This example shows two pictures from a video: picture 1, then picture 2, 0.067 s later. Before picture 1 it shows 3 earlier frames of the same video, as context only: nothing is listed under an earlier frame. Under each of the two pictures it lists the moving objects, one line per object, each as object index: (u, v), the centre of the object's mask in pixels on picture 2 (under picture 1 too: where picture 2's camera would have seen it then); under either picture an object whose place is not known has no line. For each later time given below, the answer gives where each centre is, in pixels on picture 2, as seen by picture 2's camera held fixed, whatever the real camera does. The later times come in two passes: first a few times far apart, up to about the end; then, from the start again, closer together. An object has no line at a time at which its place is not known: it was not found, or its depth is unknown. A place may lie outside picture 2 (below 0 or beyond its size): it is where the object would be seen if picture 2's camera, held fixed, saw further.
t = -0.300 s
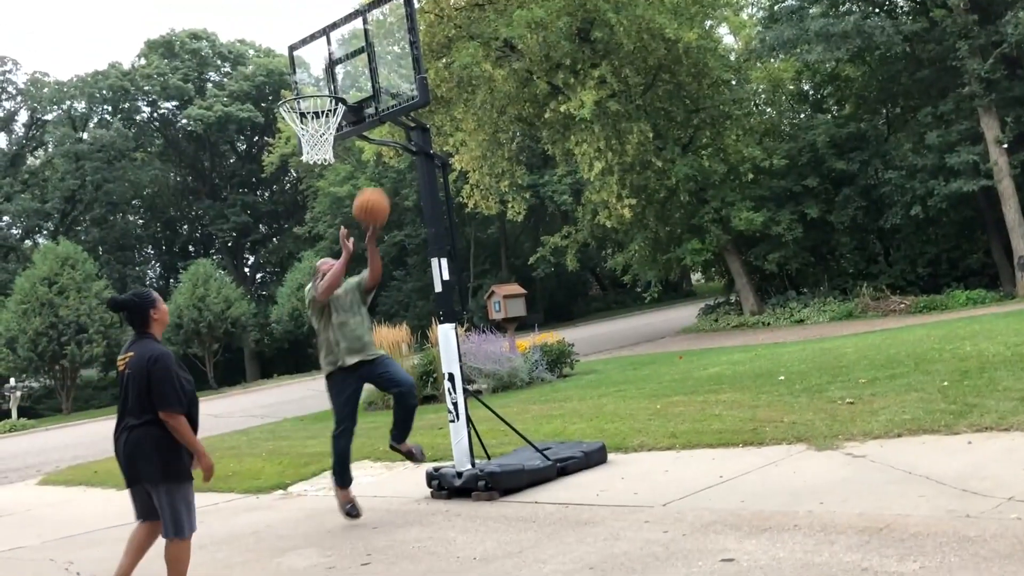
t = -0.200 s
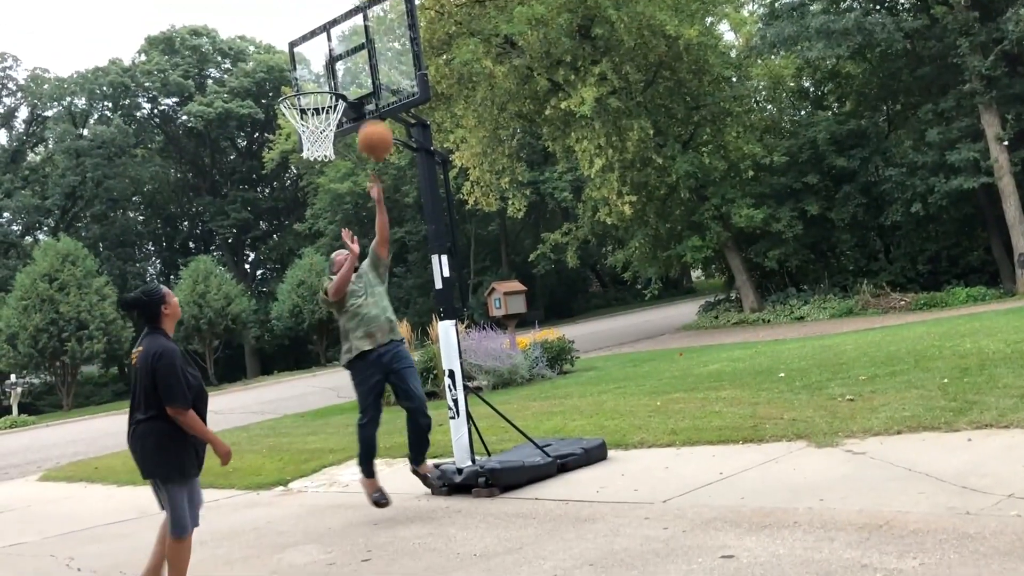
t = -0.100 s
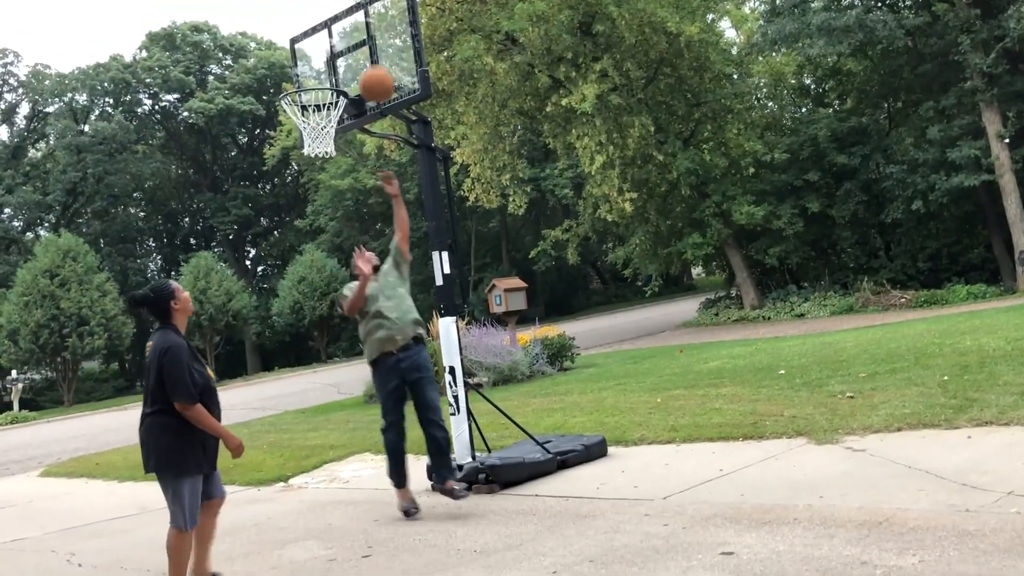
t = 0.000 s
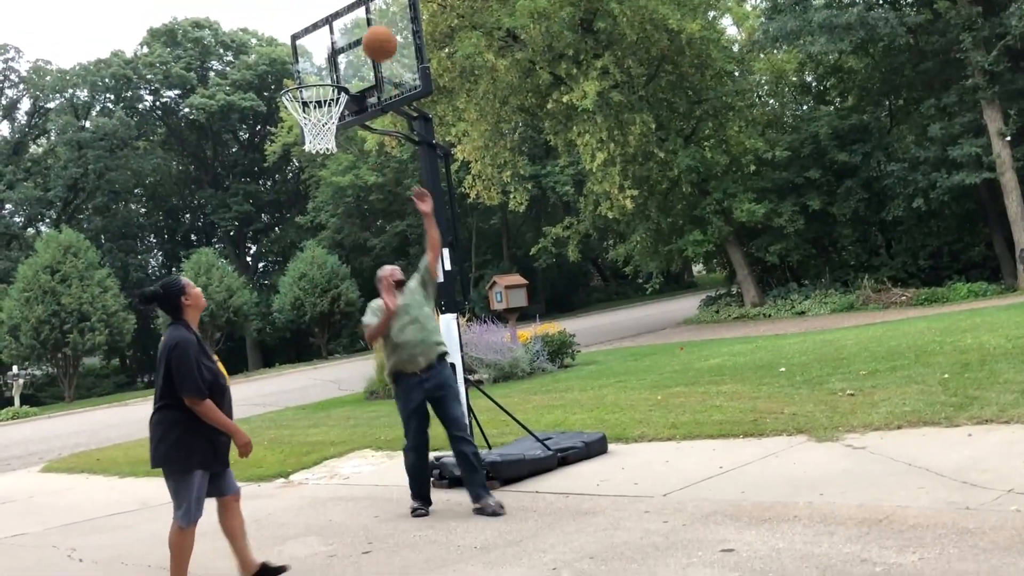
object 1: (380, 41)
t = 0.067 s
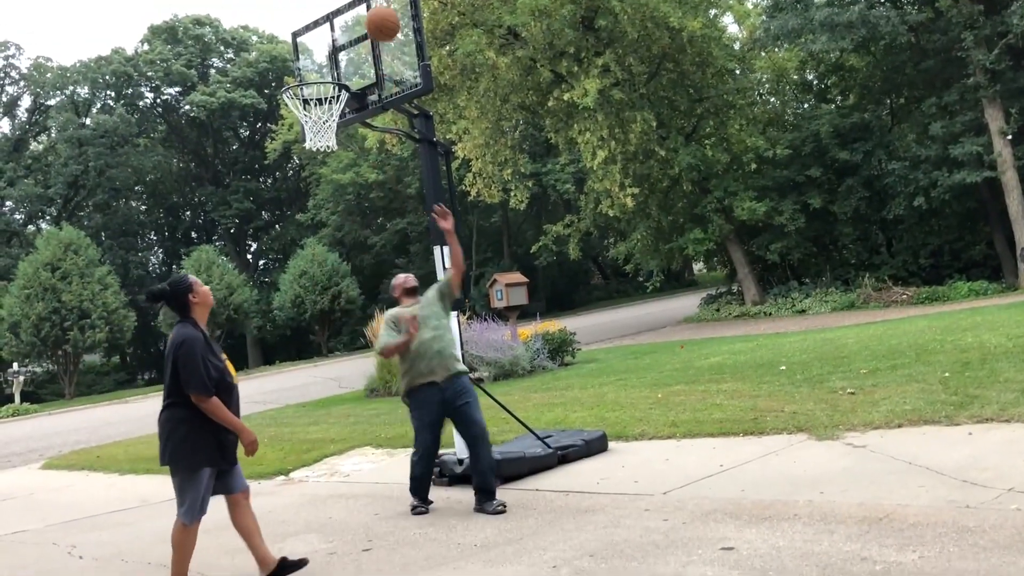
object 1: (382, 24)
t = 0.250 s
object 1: (391, 15)
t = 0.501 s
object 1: (392, 47)
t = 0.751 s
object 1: (399, 173)
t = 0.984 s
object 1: (411, 372)
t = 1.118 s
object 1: (416, 482)
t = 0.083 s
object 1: (383, 21)
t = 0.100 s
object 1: (384, 17)
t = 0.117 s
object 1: (385, 16)
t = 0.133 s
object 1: (385, 15)
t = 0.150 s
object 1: (385, 15)
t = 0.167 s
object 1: (386, 14)
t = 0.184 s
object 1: (388, 14)
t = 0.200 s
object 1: (388, 14)
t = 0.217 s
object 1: (389, 14)
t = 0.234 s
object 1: (390, 15)
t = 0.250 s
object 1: (391, 15)
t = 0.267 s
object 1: (392, 16)
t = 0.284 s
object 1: (392, 17)
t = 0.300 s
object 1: (393, 17)
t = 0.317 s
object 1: (393, 18)
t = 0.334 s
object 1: (392, 19)
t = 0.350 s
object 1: (393, 20)
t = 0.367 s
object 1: (392, 21)
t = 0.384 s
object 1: (392, 23)
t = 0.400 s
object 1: (392, 24)
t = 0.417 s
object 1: (392, 27)
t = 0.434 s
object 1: (392, 29)
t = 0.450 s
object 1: (392, 33)
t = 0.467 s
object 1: (392, 37)
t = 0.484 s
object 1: (392, 42)
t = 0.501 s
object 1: (392, 47)
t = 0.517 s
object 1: (392, 53)
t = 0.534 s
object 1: (392, 59)
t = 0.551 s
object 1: (392, 66)
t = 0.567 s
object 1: (393, 71)
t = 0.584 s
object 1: (393, 79)
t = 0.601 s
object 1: (394, 87)
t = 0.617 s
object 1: (395, 94)
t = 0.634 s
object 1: (395, 102)
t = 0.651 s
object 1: (396, 111)
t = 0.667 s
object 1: (397, 120)
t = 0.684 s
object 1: (396, 130)
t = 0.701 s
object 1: (397, 140)
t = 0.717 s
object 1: (398, 151)
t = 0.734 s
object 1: (398, 161)
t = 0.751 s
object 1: (399, 173)
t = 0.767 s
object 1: (400, 184)
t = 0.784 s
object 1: (400, 196)
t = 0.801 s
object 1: (401, 209)
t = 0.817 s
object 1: (402, 221)
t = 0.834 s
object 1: (403, 235)
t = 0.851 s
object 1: (404, 248)
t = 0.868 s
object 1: (404, 262)
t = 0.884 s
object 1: (405, 276)
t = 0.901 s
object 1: (406, 290)
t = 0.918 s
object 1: (408, 303)
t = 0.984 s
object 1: (411, 372)
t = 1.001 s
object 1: (413, 388)
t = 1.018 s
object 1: (413, 406)
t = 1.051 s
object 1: (415, 445)
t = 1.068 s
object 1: (416, 463)
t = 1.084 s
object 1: (417, 484)
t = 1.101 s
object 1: (418, 497)
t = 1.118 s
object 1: (416, 482)
